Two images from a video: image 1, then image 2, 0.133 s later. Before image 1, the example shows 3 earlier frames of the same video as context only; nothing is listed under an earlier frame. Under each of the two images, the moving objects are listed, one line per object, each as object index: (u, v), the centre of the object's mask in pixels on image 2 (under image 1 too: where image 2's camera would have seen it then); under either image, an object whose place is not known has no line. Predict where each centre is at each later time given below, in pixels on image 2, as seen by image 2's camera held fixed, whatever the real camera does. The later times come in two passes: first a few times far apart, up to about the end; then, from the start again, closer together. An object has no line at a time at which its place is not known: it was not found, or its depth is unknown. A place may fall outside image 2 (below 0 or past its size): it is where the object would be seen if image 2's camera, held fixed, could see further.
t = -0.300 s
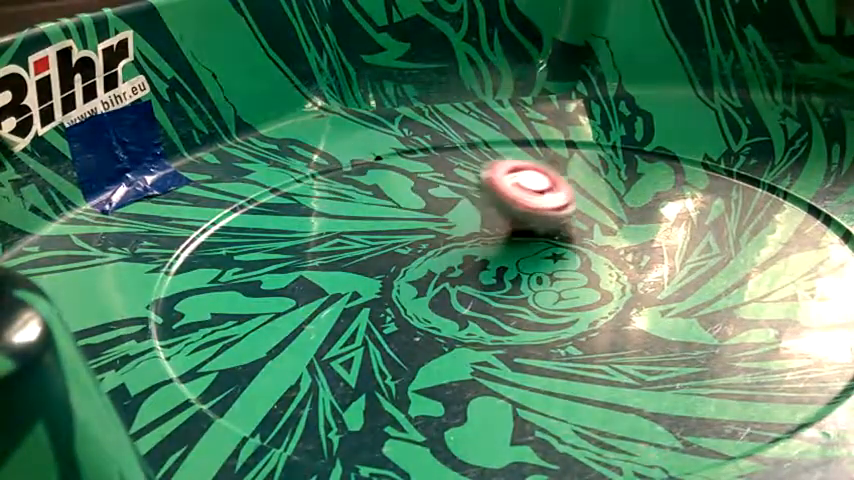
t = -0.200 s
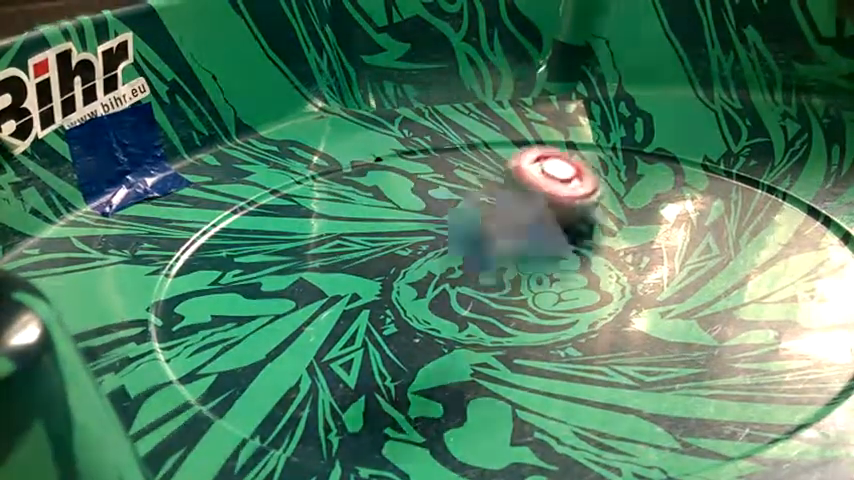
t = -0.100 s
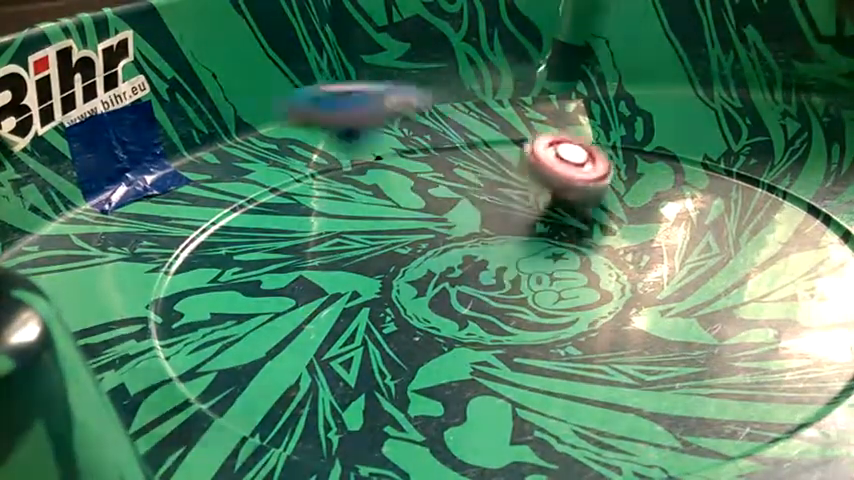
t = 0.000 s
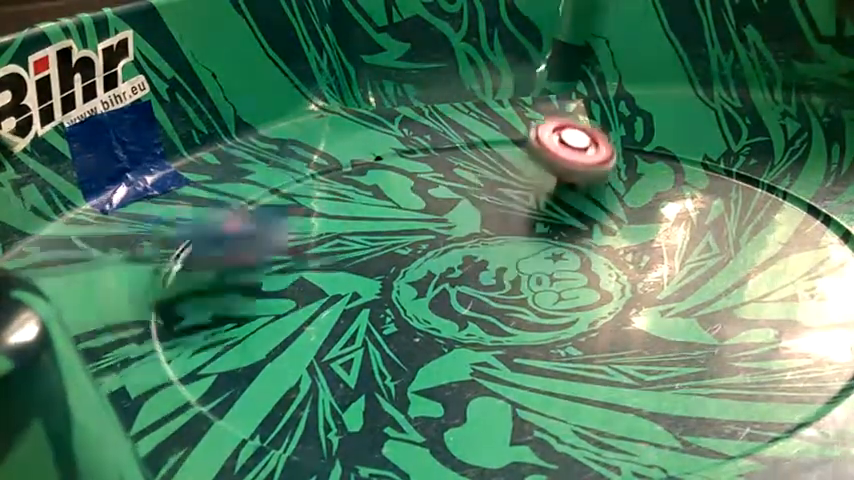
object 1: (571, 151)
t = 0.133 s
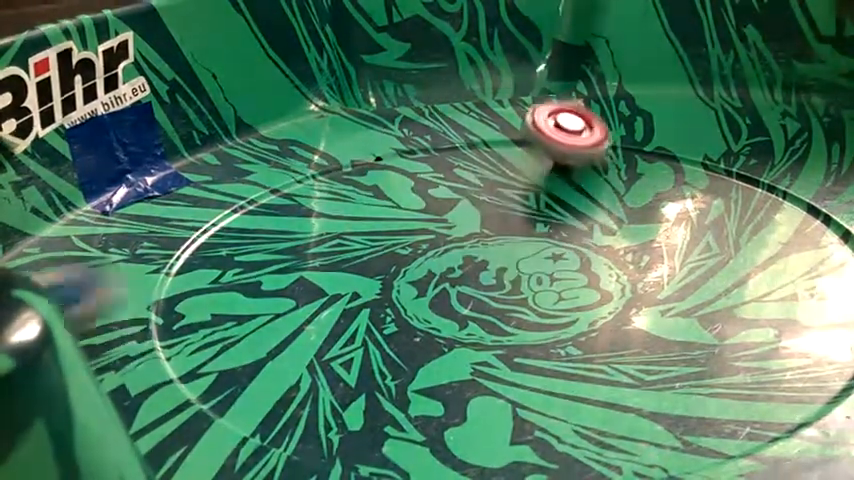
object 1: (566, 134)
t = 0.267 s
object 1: (556, 126)
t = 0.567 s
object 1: (545, 144)
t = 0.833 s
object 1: (606, 169)
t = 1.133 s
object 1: (713, 166)
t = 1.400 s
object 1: (823, 140)
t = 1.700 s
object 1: (565, 202)
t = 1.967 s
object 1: (528, 285)
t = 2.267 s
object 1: (818, 332)
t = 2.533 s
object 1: (765, 249)
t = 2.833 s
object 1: (591, 271)
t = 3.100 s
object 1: (522, 374)
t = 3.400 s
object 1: (601, 397)
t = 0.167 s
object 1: (564, 132)
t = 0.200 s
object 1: (561, 128)
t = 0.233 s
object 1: (559, 127)
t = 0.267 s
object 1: (556, 126)
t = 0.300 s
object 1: (554, 125)
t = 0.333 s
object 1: (551, 126)
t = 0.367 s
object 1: (548, 129)
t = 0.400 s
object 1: (546, 131)
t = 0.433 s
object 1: (545, 133)
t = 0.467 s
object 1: (544, 136)
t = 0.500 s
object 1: (544, 138)
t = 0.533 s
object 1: (544, 141)
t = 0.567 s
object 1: (545, 144)
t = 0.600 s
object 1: (547, 146)
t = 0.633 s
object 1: (551, 148)
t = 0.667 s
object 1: (557, 151)
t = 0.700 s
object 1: (561, 155)
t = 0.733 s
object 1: (570, 158)
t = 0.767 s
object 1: (578, 163)
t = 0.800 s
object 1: (587, 172)
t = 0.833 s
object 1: (606, 169)
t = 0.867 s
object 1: (620, 174)
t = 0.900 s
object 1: (630, 172)
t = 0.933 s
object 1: (642, 172)
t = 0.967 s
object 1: (657, 180)
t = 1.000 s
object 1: (668, 180)
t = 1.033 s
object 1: (679, 175)
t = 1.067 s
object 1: (690, 175)
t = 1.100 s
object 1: (702, 167)
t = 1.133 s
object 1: (713, 166)
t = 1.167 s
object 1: (724, 163)
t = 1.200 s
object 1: (734, 161)
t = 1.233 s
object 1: (743, 160)
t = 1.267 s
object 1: (791, 134)
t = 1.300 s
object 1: (820, 111)
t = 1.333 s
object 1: (842, 106)
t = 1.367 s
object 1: (839, 129)
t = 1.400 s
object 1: (823, 140)
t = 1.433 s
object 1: (802, 149)
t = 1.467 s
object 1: (768, 146)
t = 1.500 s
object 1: (731, 160)
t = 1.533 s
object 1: (701, 169)
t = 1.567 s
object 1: (672, 181)
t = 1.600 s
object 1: (639, 180)
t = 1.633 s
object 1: (609, 188)
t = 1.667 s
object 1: (586, 196)
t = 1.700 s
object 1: (565, 202)
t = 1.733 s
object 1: (547, 209)
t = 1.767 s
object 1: (530, 218)
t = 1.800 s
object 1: (519, 226)
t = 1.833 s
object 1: (511, 239)
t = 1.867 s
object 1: (509, 249)
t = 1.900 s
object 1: (511, 260)
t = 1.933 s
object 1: (518, 272)
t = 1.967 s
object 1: (528, 285)
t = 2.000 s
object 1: (547, 295)
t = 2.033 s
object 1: (574, 307)
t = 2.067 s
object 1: (601, 317)
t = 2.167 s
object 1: (717, 334)
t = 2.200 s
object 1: (760, 343)
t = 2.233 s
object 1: (797, 349)
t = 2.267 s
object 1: (818, 332)
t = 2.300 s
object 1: (823, 319)
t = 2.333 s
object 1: (826, 306)
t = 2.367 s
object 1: (824, 299)
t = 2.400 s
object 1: (819, 289)
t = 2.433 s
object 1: (811, 277)
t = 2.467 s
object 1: (801, 265)
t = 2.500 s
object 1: (787, 254)
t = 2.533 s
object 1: (765, 249)
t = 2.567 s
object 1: (746, 244)
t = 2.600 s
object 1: (721, 241)
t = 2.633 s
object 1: (703, 238)
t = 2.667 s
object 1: (680, 239)
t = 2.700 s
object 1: (664, 242)
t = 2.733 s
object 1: (643, 247)
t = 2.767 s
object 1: (626, 252)
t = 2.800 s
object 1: (608, 260)
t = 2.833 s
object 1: (591, 271)
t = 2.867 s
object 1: (576, 280)
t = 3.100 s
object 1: (522, 374)
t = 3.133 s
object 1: (521, 397)
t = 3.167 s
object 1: (530, 406)
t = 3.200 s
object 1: (543, 416)
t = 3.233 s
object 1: (560, 419)
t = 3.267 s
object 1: (574, 417)
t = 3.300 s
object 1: (583, 415)
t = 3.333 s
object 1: (590, 411)
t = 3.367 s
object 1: (597, 403)
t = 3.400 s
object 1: (601, 397)
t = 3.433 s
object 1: (603, 392)
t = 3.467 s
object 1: (607, 381)
